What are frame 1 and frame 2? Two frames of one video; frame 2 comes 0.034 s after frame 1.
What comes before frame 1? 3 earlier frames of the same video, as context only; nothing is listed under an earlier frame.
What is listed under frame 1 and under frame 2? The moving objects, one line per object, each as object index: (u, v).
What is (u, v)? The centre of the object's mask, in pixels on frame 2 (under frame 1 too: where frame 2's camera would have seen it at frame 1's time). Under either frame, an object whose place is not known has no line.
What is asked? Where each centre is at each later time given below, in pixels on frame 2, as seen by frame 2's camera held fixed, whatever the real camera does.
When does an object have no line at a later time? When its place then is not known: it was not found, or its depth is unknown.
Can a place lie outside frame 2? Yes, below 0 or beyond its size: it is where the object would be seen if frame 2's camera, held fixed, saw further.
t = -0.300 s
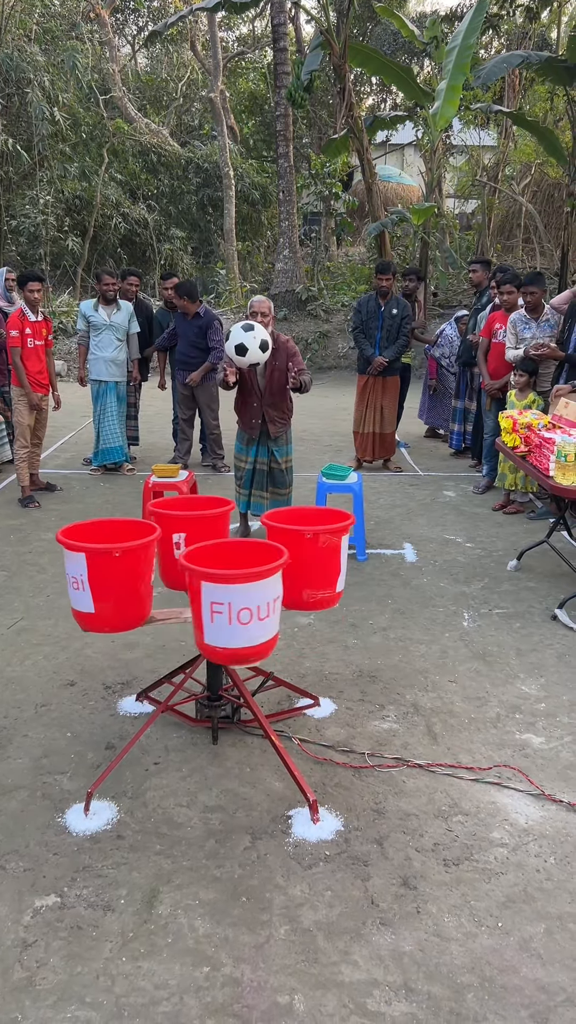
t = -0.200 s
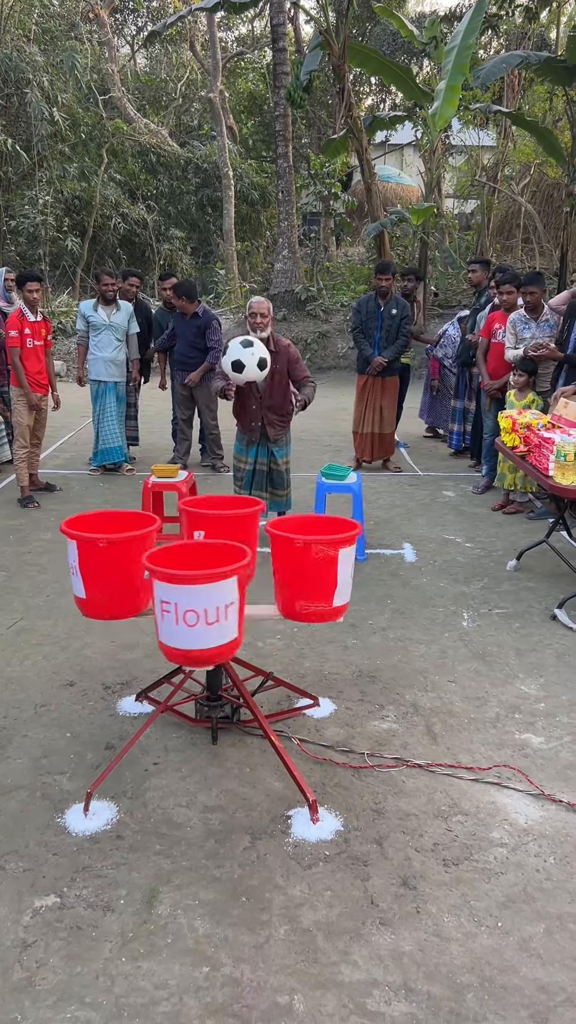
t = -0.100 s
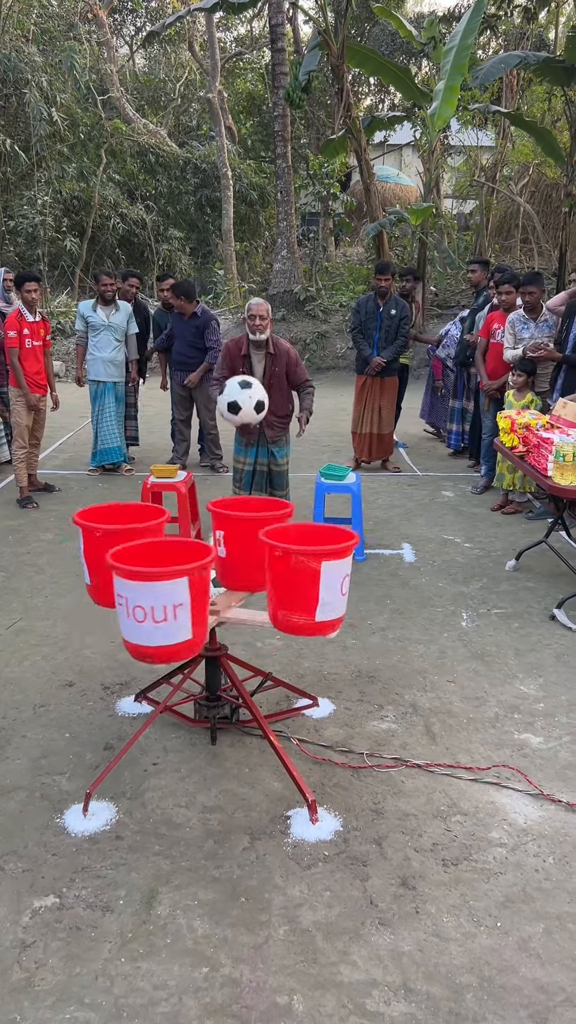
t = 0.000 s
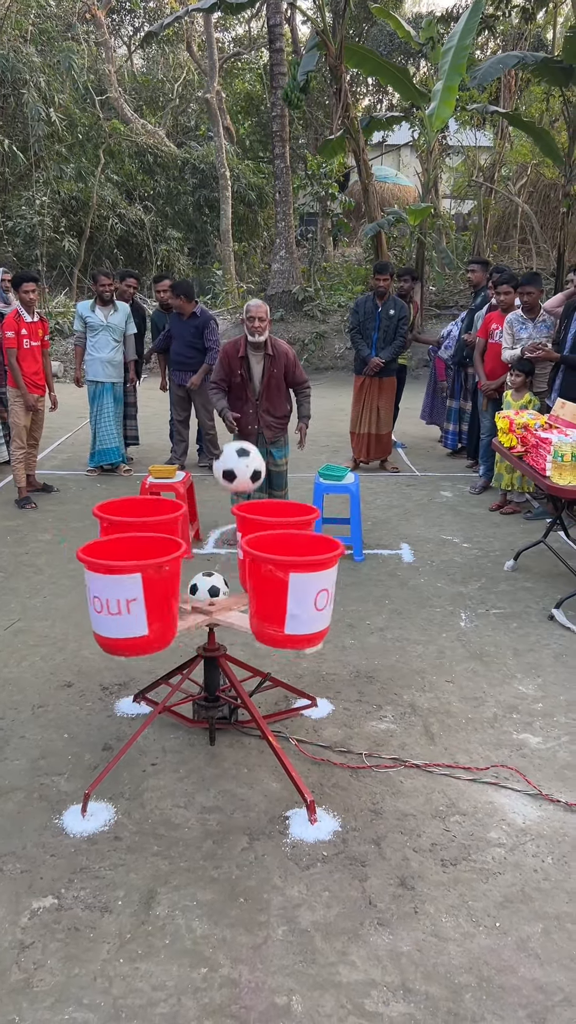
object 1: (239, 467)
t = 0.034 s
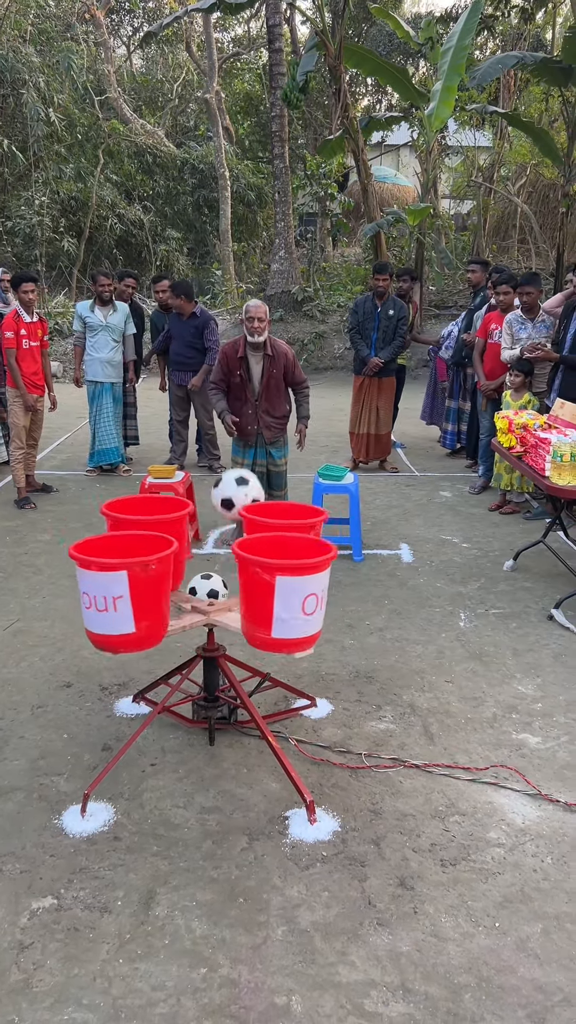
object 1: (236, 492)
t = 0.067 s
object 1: (230, 521)
